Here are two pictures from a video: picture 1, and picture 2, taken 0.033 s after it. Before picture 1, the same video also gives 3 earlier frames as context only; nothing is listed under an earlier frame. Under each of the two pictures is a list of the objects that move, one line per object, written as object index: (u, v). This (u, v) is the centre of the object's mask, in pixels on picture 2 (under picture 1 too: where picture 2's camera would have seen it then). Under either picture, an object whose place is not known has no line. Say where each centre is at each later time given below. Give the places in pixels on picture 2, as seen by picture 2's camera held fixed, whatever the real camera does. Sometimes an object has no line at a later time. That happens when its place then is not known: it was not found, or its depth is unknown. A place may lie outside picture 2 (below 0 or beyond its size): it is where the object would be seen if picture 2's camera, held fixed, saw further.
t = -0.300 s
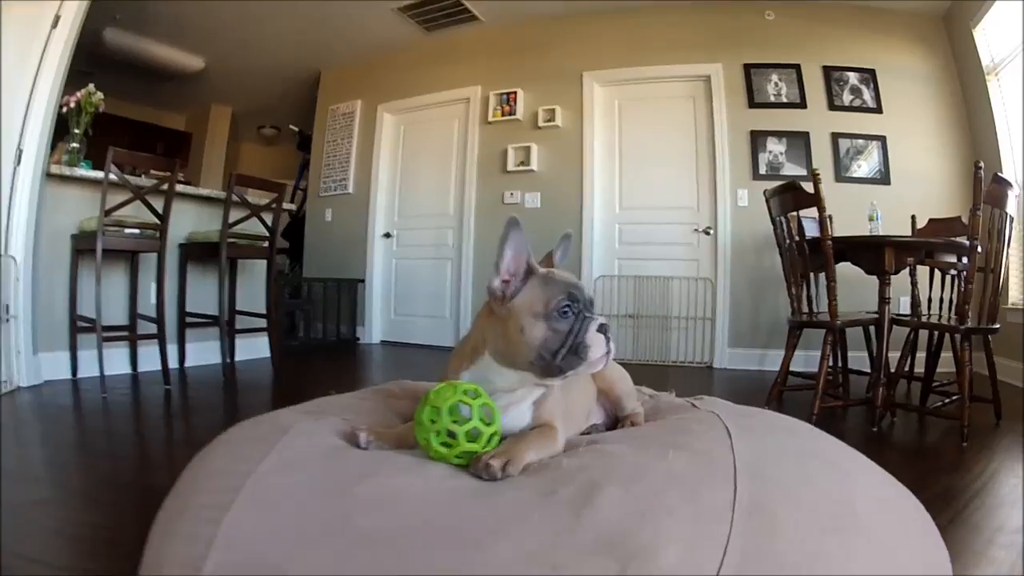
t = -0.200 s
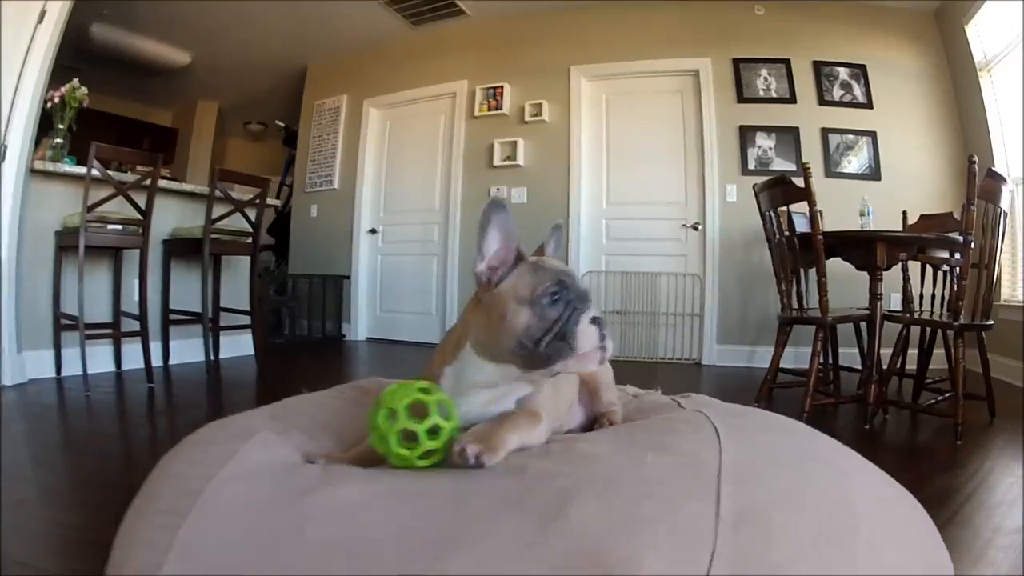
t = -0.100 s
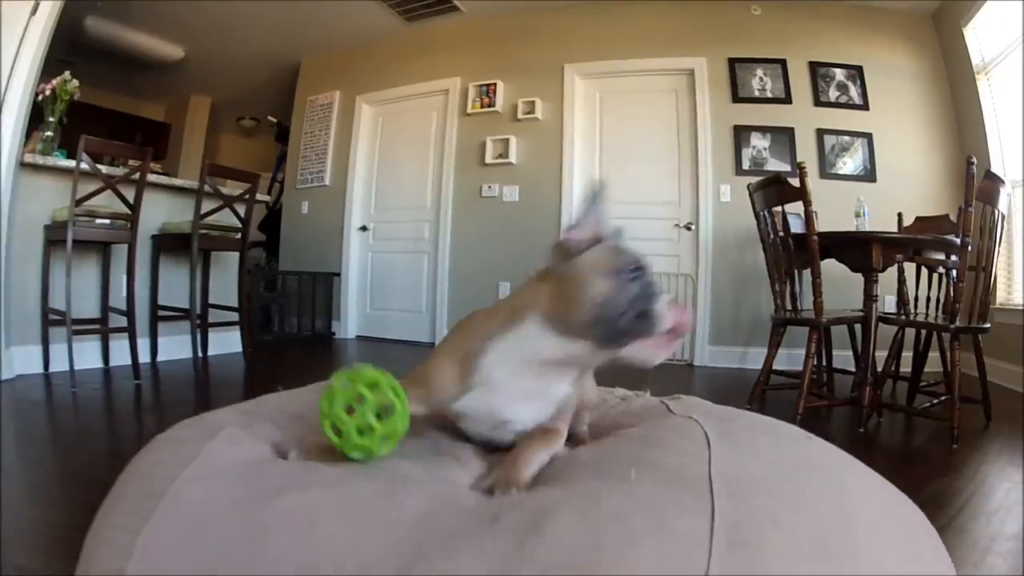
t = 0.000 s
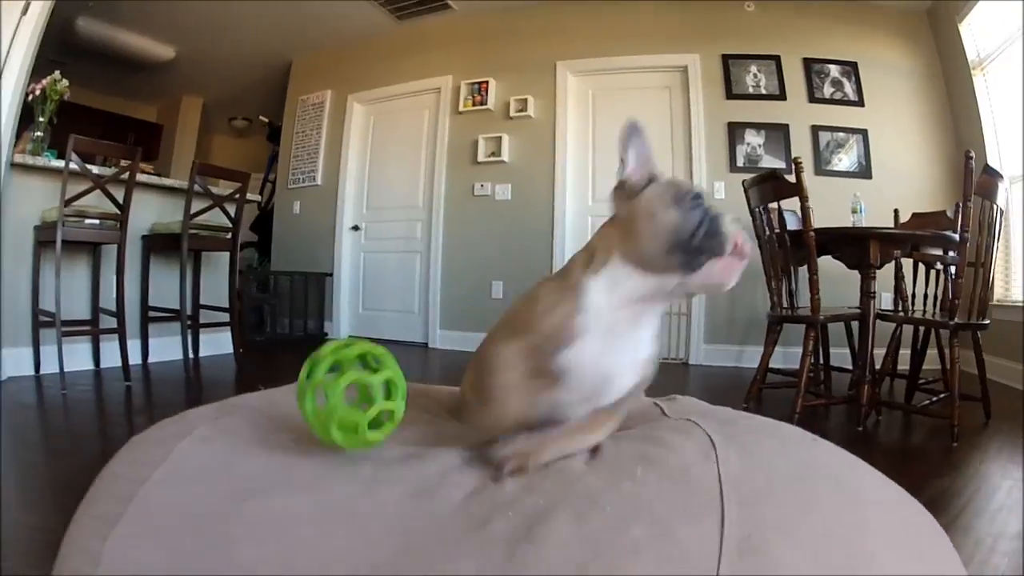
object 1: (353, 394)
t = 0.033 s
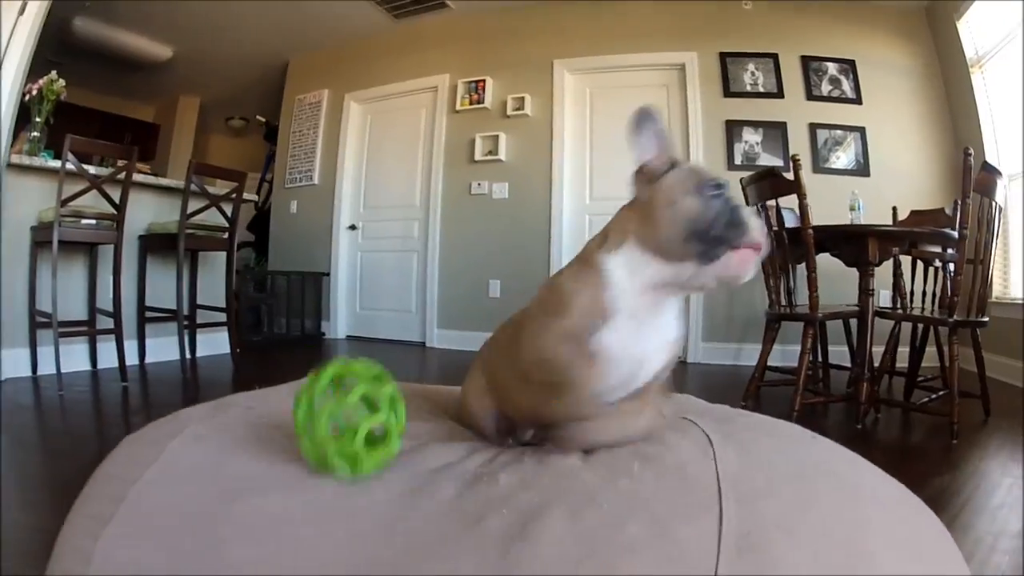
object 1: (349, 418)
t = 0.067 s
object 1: (337, 436)
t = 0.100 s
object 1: (329, 422)
